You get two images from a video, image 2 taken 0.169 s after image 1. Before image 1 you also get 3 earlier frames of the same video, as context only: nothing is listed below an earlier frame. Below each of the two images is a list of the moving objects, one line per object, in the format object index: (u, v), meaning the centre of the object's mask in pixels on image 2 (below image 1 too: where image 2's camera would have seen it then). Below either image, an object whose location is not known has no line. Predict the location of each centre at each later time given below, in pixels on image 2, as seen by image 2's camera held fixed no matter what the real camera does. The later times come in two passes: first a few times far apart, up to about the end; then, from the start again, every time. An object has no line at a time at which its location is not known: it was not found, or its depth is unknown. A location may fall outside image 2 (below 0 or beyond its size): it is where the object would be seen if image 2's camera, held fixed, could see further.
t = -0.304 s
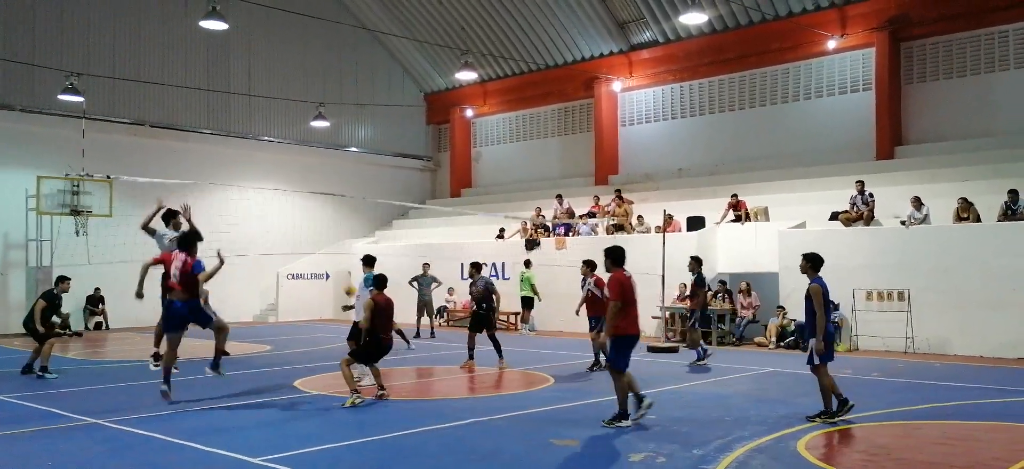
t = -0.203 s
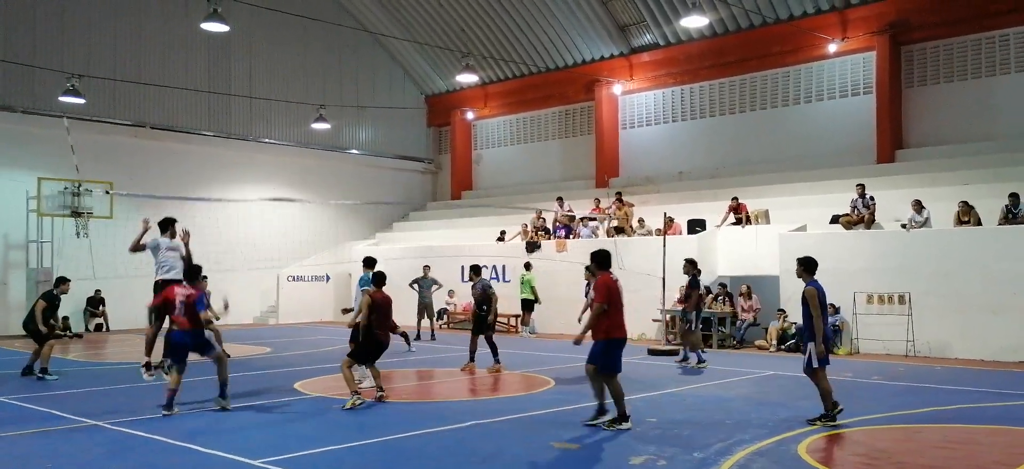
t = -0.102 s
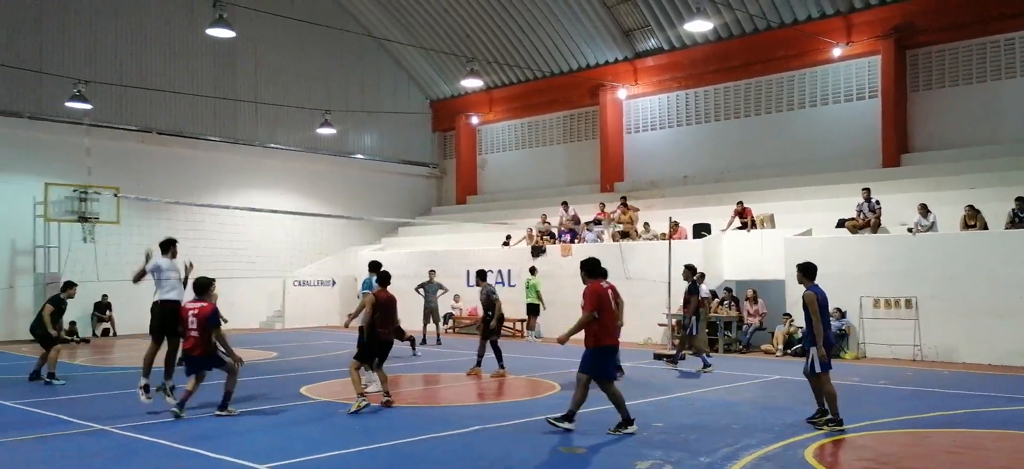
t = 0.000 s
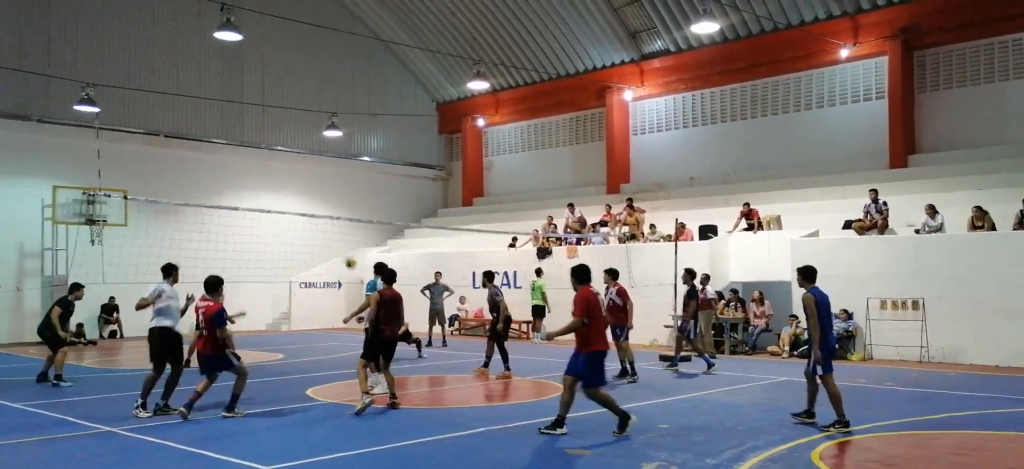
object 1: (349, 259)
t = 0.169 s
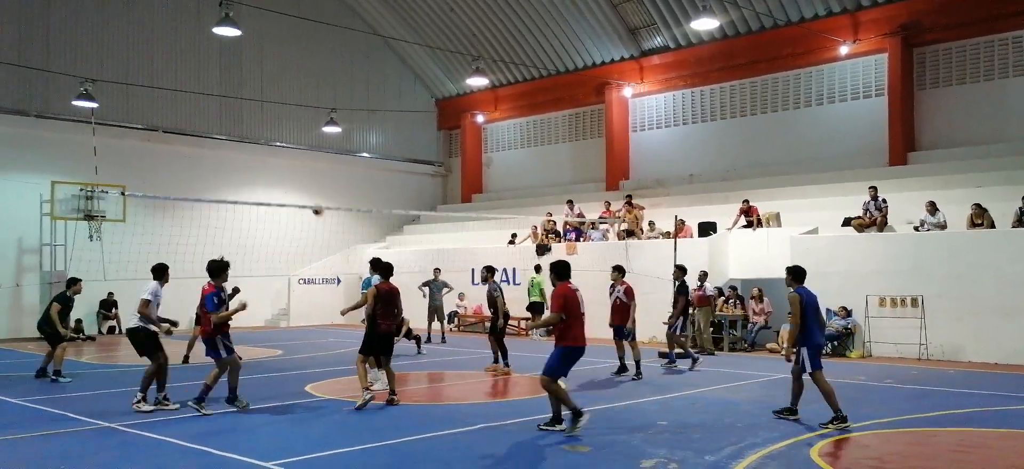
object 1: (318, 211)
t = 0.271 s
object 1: (298, 185)
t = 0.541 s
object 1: (238, 141)
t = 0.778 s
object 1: (177, 134)
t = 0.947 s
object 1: (127, 150)
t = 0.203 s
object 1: (311, 201)
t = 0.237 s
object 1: (304, 193)
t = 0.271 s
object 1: (298, 185)
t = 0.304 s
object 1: (291, 178)
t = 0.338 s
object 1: (284, 171)
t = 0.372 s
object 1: (276, 165)
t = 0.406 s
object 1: (269, 160)
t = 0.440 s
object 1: (261, 154)
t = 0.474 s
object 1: (254, 149)
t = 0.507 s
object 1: (246, 145)
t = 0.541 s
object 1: (238, 141)
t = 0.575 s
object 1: (229, 138)
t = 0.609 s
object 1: (222, 136)
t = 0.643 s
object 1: (213, 134)
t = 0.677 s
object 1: (204, 133)
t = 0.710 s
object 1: (196, 132)
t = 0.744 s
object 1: (186, 132)
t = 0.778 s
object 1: (177, 134)
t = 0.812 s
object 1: (167, 135)
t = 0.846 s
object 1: (158, 137)
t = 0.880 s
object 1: (148, 141)
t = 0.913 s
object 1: (138, 144)
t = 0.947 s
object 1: (127, 150)
